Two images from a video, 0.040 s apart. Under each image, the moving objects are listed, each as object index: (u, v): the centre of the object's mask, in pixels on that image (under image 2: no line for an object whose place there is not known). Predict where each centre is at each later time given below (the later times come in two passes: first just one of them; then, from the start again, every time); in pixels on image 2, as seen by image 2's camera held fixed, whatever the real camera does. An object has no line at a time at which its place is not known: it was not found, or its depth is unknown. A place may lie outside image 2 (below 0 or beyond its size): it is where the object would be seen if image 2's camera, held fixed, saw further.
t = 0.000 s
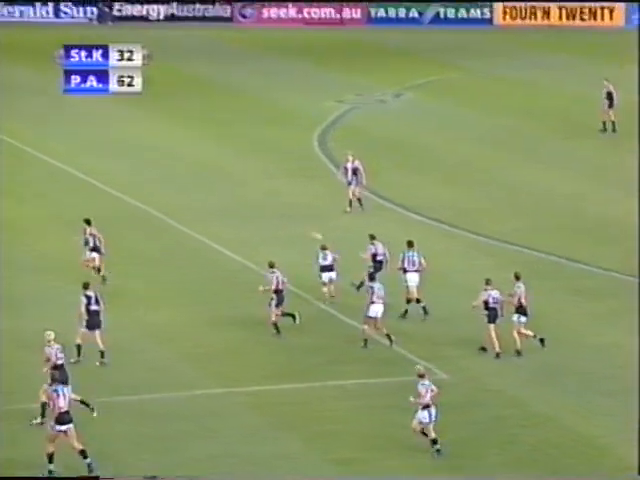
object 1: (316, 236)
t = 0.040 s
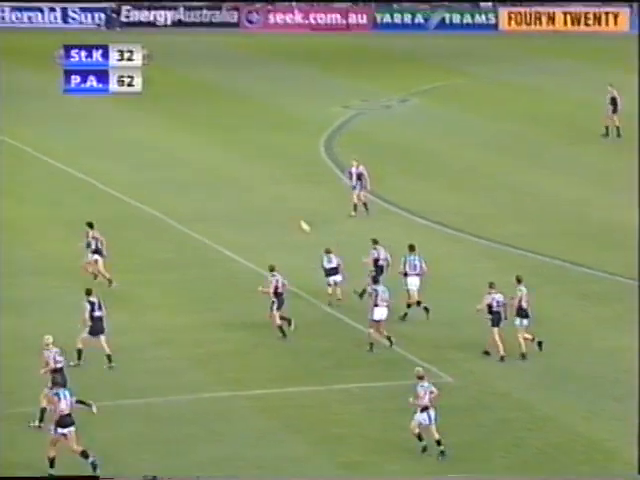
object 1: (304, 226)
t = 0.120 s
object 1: (266, 199)
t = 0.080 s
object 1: (286, 211)
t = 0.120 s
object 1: (266, 199)
